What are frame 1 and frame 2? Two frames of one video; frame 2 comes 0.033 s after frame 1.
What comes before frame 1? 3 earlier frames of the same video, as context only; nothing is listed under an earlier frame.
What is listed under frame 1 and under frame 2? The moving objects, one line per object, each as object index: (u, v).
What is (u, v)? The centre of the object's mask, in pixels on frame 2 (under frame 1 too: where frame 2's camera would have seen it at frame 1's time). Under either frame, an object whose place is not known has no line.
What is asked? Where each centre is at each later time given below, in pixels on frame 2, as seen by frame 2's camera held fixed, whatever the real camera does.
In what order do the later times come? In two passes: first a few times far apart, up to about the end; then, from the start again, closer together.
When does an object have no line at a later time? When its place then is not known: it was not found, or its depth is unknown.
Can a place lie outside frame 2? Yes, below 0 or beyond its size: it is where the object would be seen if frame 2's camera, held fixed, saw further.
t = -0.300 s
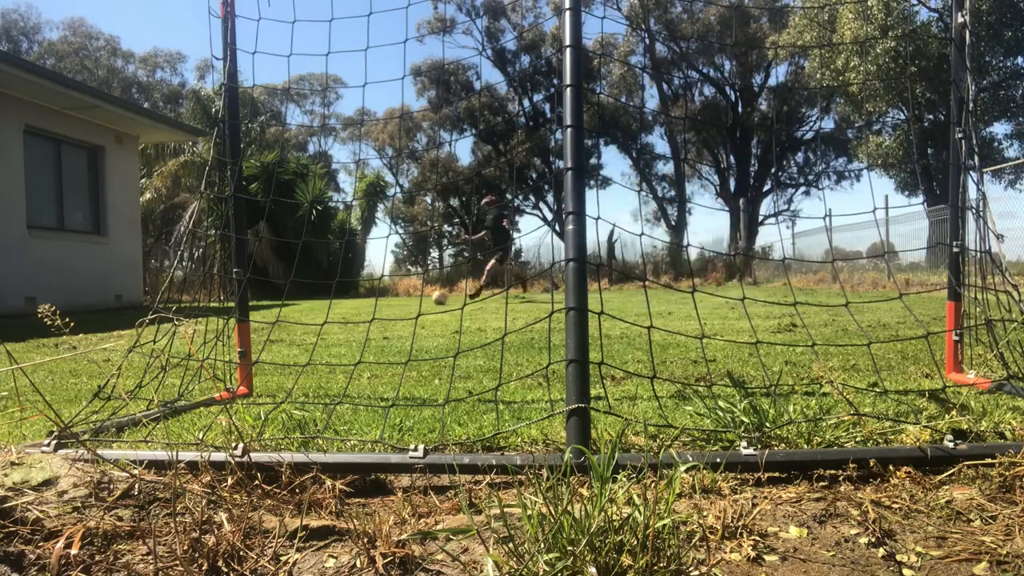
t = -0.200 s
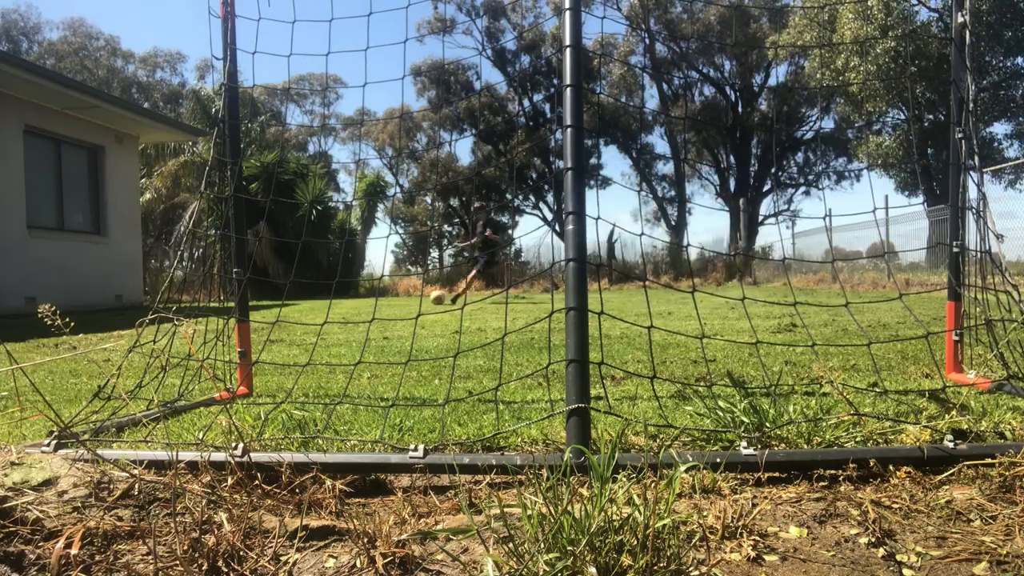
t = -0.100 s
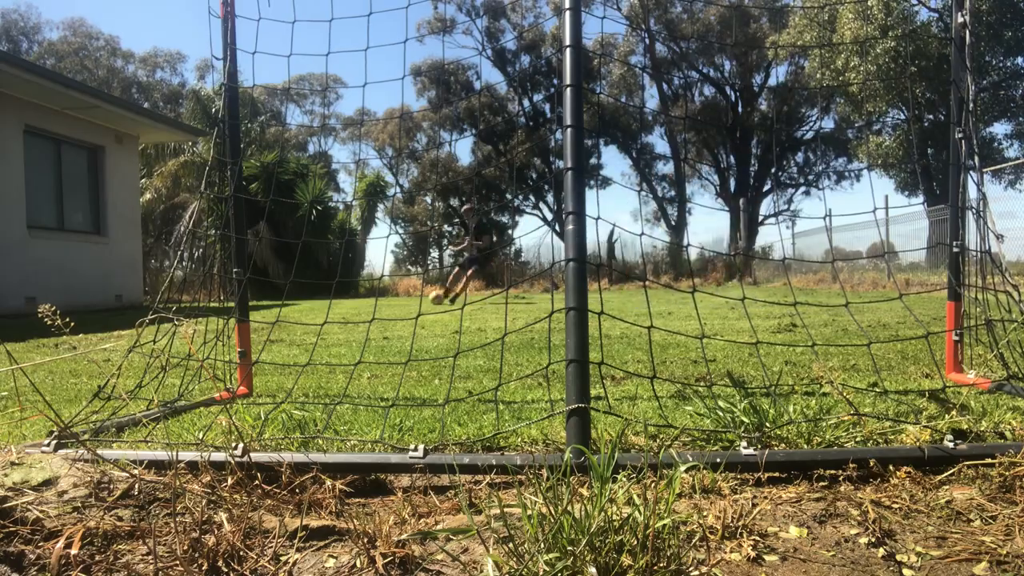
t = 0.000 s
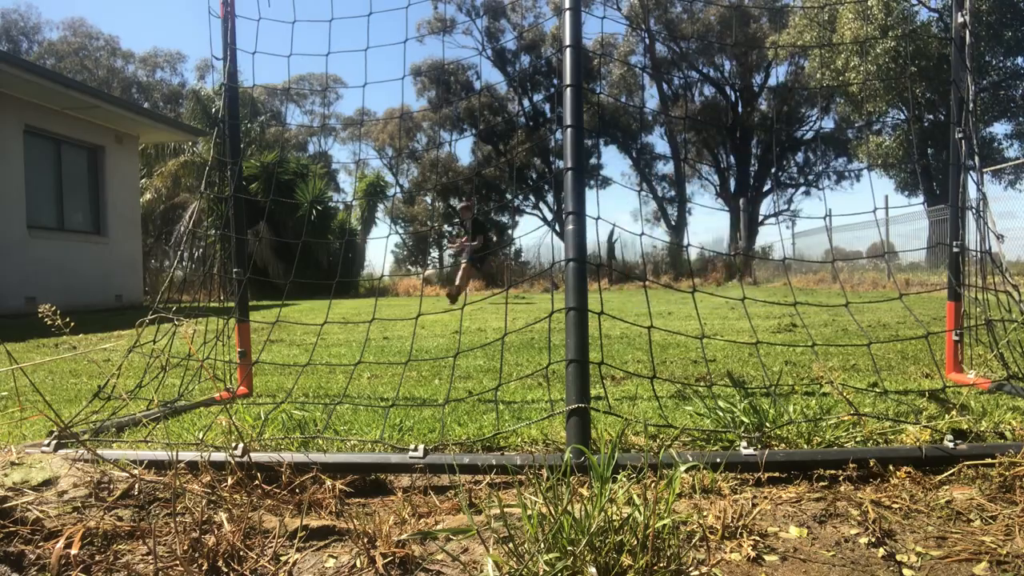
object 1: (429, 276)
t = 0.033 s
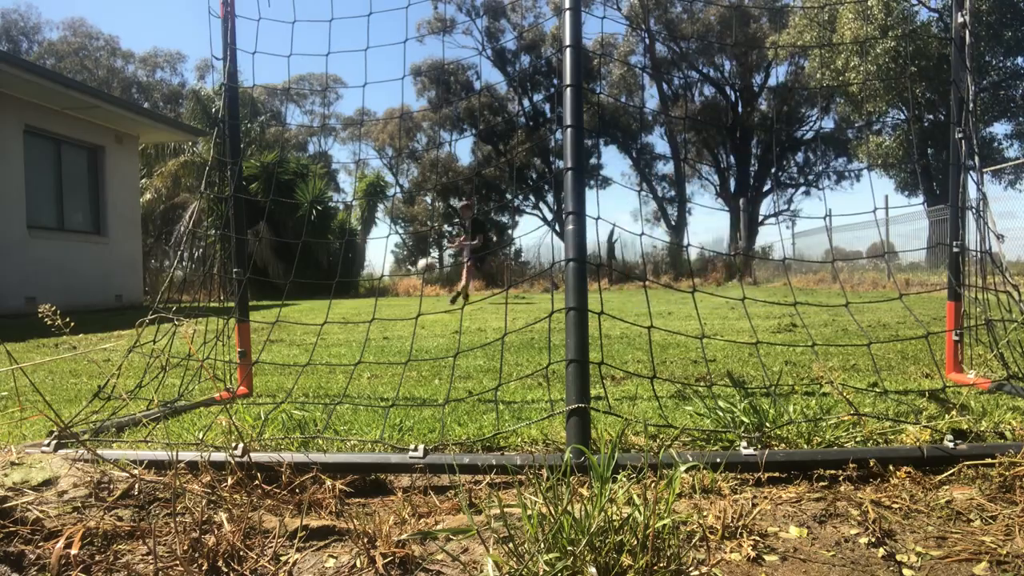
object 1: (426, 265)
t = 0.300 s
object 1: (406, 145)
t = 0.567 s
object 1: (383, 315)
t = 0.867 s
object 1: (333, 27)
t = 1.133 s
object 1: (332, 56)
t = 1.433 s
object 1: (346, 355)
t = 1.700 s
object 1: (347, 276)
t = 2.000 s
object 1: (357, 338)
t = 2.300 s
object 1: (370, 346)
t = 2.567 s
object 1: (379, 346)
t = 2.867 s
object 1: (383, 344)
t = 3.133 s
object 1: (382, 345)
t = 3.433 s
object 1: (380, 345)
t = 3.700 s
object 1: (380, 345)
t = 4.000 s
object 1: (380, 345)
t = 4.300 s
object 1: (380, 345)
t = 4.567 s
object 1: (380, 346)
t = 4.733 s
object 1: (380, 346)
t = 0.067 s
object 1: (421, 257)
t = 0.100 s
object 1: (419, 246)
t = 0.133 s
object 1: (418, 234)
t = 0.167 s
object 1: (417, 221)
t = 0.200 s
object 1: (413, 207)
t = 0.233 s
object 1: (409, 189)
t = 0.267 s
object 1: (409, 172)
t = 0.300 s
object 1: (406, 145)
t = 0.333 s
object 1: (408, 120)
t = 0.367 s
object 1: (407, 81)
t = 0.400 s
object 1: (406, 30)
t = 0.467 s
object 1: (402, 14)
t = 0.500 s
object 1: (392, 89)
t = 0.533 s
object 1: (386, 198)
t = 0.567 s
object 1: (383, 315)
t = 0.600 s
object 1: (380, 411)
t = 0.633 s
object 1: (371, 330)
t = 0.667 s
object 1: (363, 256)
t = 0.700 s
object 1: (356, 193)
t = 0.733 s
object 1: (351, 139)
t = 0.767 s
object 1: (345, 95)
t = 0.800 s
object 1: (339, 58)
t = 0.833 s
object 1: (335, 38)
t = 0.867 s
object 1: (333, 27)
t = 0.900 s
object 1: (331, 20)
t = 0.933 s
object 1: (330, 17)
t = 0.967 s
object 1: (330, 17)
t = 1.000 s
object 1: (330, 18)
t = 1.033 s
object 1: (330, 22)
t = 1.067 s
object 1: (330, 28)
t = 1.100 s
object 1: (331, 38)
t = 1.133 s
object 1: (332, 56)
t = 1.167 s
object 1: (333, 80)
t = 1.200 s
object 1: (335, 106)
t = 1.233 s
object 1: (337, 136)
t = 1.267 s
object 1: (338, 166)
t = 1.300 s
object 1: (340, 201)
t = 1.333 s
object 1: (341, 236)
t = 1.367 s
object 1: (342, 273)
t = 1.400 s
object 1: (344, 313)
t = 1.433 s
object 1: (346, 355)
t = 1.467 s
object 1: (346, 351)
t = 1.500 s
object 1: (346, 328)
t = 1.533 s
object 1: (346, 310)
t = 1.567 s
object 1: (345, 296)
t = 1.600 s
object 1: (346, 286)
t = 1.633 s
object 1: (347, 279)
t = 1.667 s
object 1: (347, 276)
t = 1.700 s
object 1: (347, 276)
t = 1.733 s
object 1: (348, 280)
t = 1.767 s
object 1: (349, 287)
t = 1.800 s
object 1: (351, 296)
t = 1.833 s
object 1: (350, 309)
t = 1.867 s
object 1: (352, 324)
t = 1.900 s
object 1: (354, 343)
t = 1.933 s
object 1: (354, 352)
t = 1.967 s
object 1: (356, 345)
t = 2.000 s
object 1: (357, 338)
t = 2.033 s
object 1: (358, 335)
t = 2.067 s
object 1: (360, 335)
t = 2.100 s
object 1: (361, 338)
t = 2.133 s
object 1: (363, 345)
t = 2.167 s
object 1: (364, 348)
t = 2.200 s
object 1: (366, 346)
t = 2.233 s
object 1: (367, 346)
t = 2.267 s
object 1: (369, 346)
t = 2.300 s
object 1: (370, 346)
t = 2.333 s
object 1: (372, 346)
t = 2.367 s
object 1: (373, 346)
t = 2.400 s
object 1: (374, 346)
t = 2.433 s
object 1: (376, 346)
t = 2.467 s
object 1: (377, 346)
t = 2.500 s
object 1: (377, 346)
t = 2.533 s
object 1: (378, 346)
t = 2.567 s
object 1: (379, 346)
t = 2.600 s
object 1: (380, 345)
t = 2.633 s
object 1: (381, 345)
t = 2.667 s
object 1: (381, 345)
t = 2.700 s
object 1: (382, 344)
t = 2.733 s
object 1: (382, 344)
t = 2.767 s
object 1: (382, 344)
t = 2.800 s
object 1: (382, 344)
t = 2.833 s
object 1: (382, 344)
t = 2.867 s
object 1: (383, 344)
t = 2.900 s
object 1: (382, 344)
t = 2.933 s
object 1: (382, 344)
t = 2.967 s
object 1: (382, 344)
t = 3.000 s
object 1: (382, 344)
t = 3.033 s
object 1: (382, 344)
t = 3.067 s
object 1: (382, 344)
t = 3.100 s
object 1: (382, 344)
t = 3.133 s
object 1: (382, 345)
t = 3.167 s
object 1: (382, 345)
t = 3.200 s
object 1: (381, 345)
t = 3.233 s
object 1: (381, 345)
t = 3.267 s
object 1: (381, 345)
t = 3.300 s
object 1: (381, 345)
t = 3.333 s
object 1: (381, 345)
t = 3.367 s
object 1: (380, 345)
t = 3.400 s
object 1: (380, 345)
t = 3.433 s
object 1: (380, 345)
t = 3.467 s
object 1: (380, 345)
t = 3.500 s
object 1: (380, 345)
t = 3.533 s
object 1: (380, 345)
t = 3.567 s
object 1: (380, 345)
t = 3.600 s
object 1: (380, 345)
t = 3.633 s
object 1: (380, 345)
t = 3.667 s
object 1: (380, 345)
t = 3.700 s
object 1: (380, 345)
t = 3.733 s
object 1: (380, 345)
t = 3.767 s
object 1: (380, 345)
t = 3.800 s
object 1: (380, 345)
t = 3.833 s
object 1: (380, 345)
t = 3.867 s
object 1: (380, 345)
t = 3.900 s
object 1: (380, 345)
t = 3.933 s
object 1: (380, 345)
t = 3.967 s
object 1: (380, 345)
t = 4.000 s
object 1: (380, 345)
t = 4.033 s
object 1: (380, 345)
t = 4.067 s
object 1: (380, 345)
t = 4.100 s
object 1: (380, 346)
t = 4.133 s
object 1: (380, 345)
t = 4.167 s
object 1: (380, 345)
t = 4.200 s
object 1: (380, 345)
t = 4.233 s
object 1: (380, 345)
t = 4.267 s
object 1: (380, 345)
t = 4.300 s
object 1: (380, 345)
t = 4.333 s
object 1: (380, 345)
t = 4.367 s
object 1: (380, 345)
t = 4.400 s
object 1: (380, 345)
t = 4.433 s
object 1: (380, 345)
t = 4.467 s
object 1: (380, 345)
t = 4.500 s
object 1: (380, 346)
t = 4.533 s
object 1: (380, 346)
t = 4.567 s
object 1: (380, 346)
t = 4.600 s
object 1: (380, 346)
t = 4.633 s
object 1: (380, 346)
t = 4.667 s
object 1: (380, 346)
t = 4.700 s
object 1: (380, 345)
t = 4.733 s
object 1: (380, 346)
